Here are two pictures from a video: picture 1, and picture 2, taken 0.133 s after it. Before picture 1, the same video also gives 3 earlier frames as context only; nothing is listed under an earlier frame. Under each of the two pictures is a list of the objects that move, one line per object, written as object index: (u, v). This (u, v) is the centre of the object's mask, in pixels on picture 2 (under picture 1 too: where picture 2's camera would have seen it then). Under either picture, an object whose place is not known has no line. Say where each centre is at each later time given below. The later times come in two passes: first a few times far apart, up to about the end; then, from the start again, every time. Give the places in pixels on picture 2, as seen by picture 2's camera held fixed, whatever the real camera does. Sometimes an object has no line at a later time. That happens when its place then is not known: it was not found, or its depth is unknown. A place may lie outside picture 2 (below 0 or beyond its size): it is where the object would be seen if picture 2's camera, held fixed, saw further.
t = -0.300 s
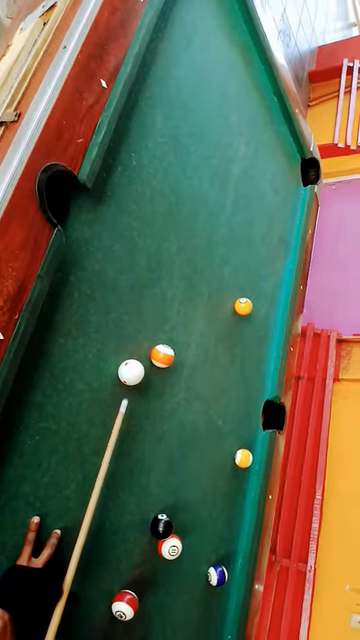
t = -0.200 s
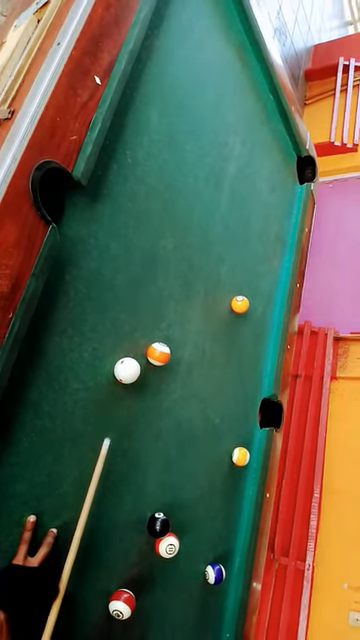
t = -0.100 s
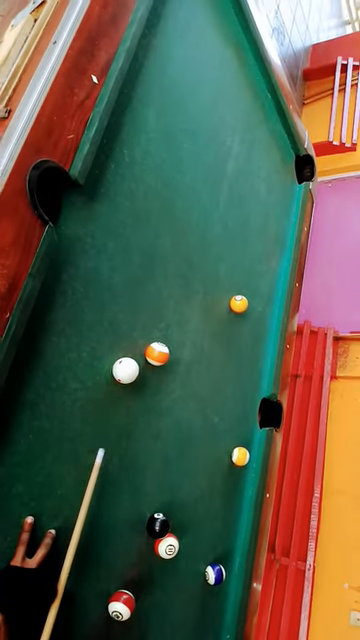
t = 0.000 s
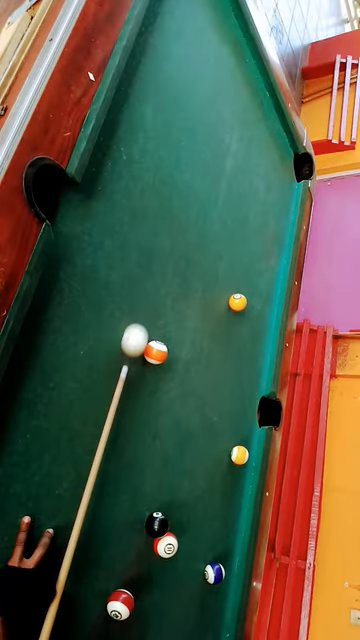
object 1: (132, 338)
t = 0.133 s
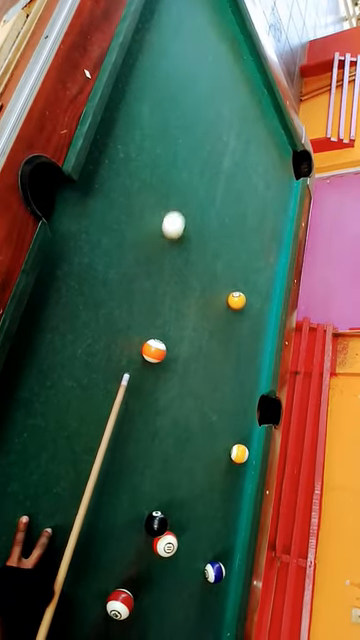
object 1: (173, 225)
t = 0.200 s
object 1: (188, 184)
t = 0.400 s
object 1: (220, 95)
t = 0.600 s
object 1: (243, 40)
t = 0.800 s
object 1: (236, 108)
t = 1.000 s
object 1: (228, 182)
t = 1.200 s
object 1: (220, 261)
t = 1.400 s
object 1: (212, 344)
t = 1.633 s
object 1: (201, 450)
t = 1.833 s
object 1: (191, 548)
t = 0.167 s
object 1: (181, 203)
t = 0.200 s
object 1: (188, 184)
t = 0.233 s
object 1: (194, 167)
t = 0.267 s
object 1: (200, 151)
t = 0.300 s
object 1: (206, 136)
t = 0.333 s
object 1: (211, 121)
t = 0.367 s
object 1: (216, 108)
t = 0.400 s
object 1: (220, 95)
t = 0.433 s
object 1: (225, 82)
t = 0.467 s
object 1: (230, 70)
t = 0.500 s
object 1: (234, 59)
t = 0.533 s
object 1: (238, 48)
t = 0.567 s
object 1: (241, 38)
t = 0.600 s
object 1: (243, 40)
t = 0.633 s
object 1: (241, 52)
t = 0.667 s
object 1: (240, 63)
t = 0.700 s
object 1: (239, 74)
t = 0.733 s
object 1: (238, 85)
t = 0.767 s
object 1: (237, 97)
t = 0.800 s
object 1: (236, 108)
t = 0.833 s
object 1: (234, 120)
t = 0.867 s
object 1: (233, 132)
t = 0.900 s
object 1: (232, 145)
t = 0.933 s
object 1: (231, 157)
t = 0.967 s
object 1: (229, 169)
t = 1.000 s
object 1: (228, 182)
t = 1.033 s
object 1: (227, 195)
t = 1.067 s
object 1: (226, 208)
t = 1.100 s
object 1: (224, 221)
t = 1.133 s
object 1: (223, 234)
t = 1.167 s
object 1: (221, 247)
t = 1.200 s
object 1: (220, 261)
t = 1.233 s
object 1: (219, 274)
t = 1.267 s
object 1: (217, 288)
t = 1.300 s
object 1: (216, 302)
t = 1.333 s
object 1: (214, 315)
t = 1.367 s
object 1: (213, 330)
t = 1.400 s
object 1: (212, 344)
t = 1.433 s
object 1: (210, 358)
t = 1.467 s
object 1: (209, 373)
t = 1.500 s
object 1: (207, 388)
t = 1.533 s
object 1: (206, 403)
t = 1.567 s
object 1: (204, 418)
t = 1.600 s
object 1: (203, 434)
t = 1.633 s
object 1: (201, 450)
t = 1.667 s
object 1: (200, 465)
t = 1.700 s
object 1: (198, 482)
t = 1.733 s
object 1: (197, 498)
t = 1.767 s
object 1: (195, 515)
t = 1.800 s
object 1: (193, 531)
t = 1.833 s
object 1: (191, 548)
